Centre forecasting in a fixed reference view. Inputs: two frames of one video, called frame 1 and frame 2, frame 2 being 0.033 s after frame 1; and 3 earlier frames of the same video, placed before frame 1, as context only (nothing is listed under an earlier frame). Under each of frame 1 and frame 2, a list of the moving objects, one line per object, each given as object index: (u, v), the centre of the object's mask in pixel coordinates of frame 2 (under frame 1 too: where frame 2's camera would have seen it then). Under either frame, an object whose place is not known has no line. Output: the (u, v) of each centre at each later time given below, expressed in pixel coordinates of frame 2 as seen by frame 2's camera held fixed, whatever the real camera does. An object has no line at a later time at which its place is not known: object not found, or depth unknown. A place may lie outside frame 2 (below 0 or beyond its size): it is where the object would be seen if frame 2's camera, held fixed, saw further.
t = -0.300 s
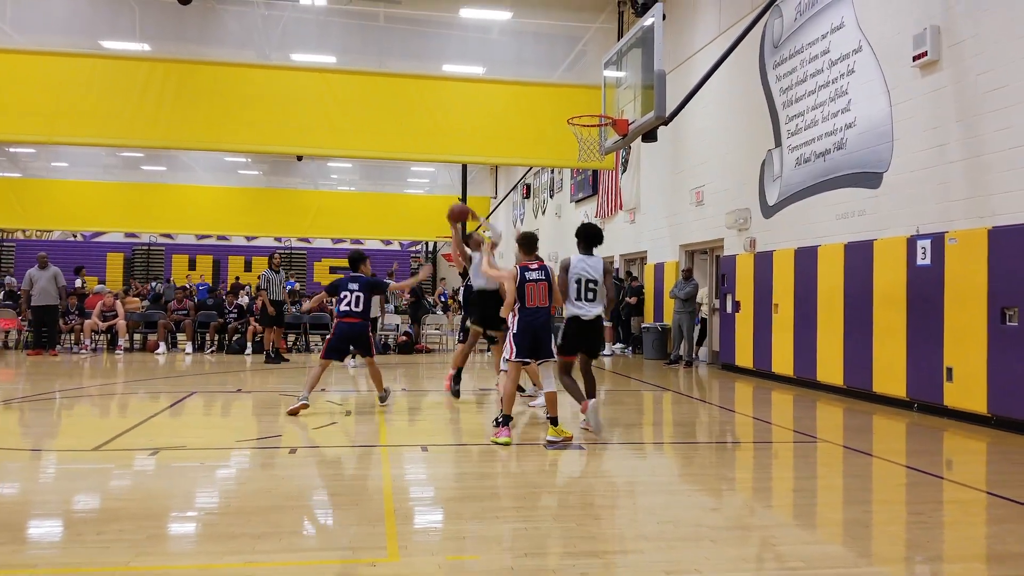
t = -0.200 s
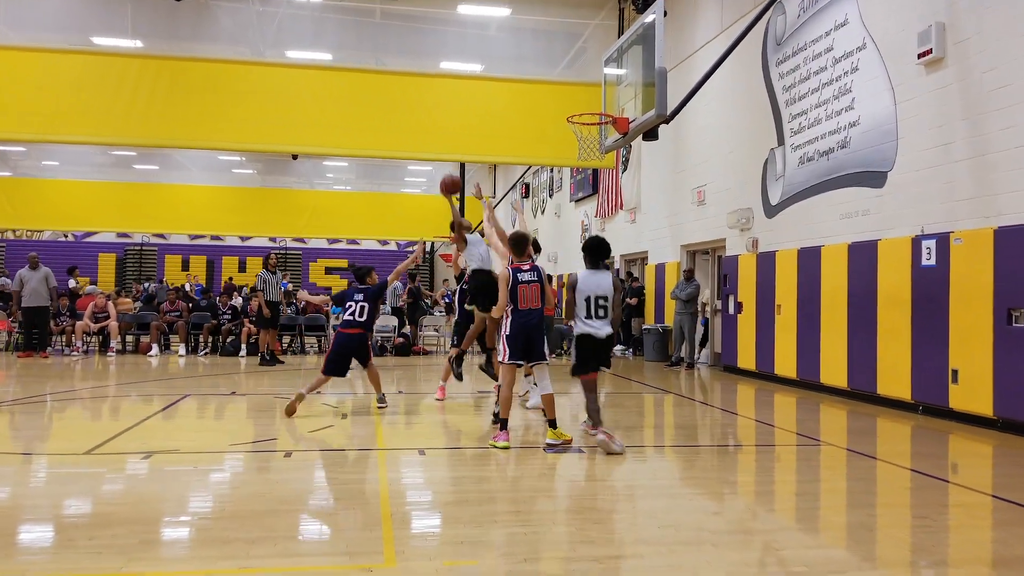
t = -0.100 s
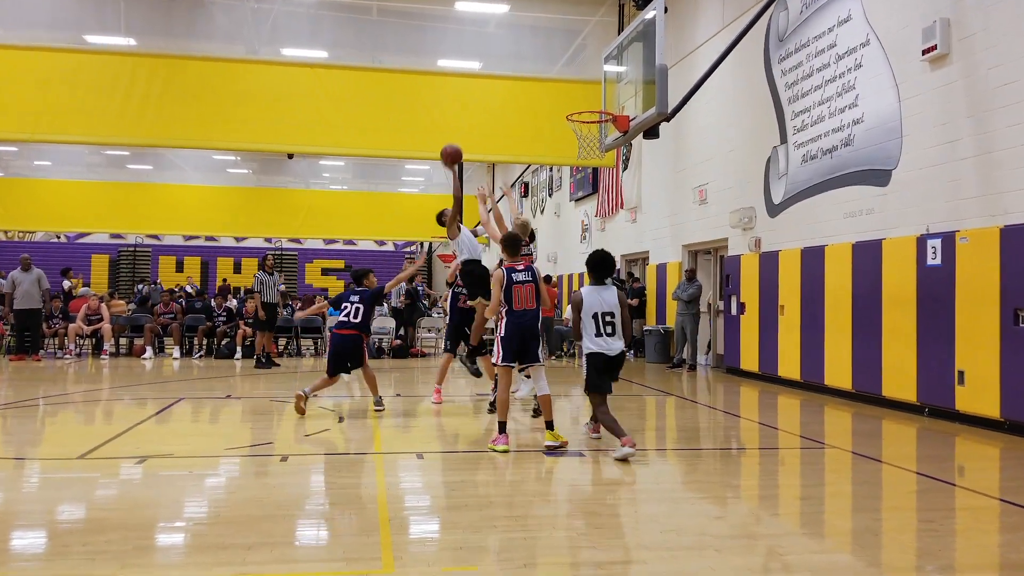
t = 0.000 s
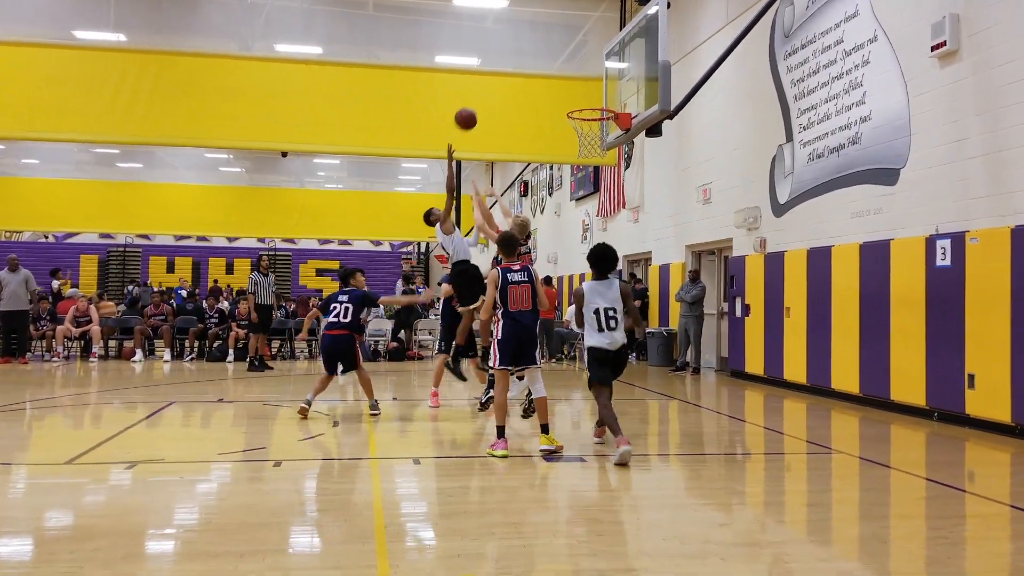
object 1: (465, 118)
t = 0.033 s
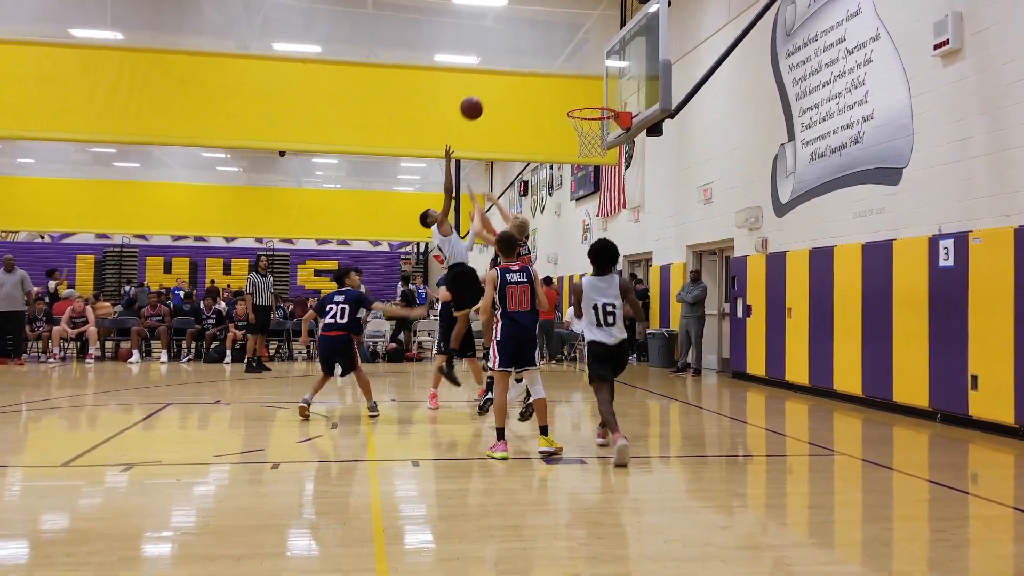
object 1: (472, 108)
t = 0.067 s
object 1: (478, 99)
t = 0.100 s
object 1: (484, 91)
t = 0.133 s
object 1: (490, 83)
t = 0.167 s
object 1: (497, 77)
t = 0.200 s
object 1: (503, 72)
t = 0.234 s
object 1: (509, 68)
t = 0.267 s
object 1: (515, 65)
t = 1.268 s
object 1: (584, 194)
